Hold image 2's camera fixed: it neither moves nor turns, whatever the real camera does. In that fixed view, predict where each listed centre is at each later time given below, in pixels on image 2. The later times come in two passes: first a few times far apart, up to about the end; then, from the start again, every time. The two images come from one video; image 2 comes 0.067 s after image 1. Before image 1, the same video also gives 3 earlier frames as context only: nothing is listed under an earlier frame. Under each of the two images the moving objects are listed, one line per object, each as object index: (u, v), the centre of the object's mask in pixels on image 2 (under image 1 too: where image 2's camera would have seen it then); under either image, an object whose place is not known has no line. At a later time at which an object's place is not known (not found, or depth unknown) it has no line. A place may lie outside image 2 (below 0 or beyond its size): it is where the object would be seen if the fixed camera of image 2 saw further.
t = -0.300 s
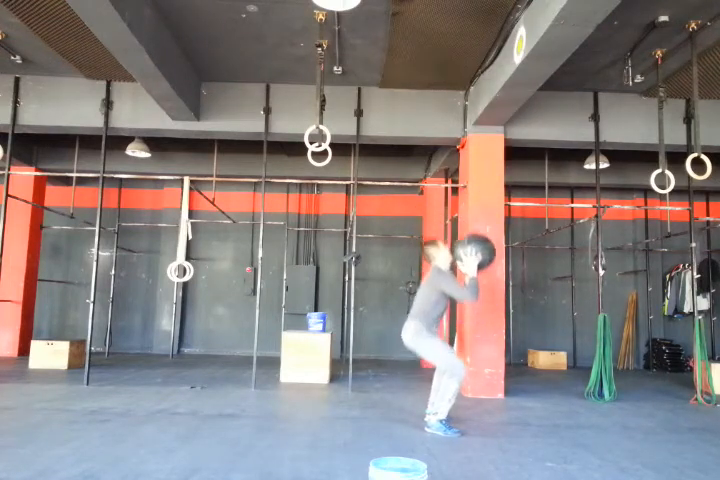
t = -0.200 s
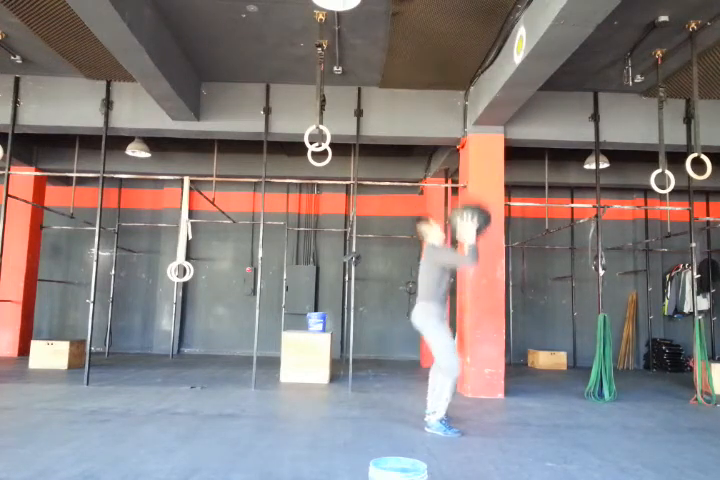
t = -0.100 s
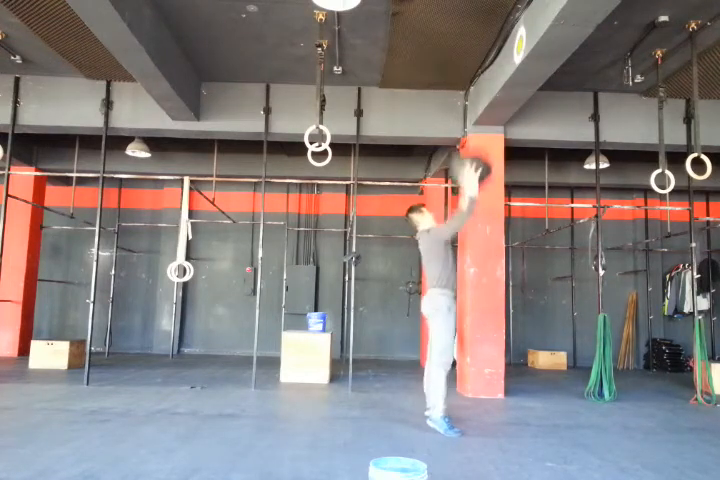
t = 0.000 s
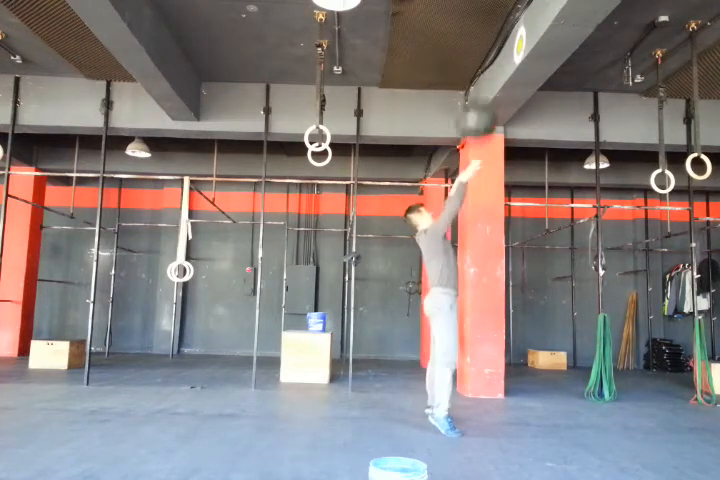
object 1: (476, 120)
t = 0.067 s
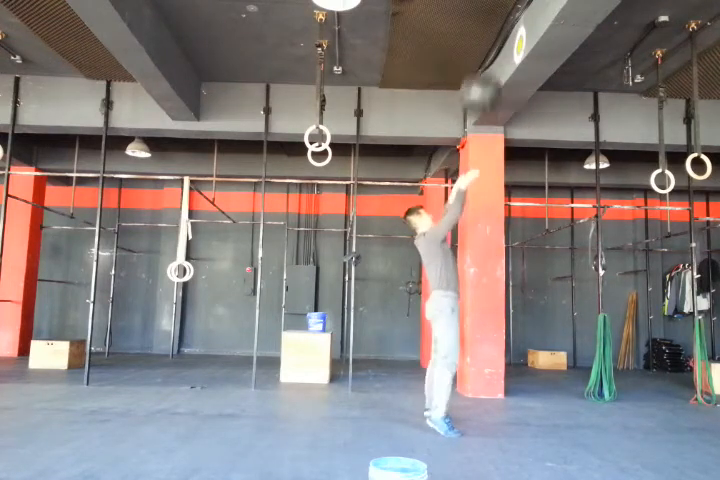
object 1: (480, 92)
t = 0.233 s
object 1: (490, 51)
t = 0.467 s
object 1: (502, 38)
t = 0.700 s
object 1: (492, 82)
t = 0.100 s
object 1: (481, 82)
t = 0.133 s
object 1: (484, 71)
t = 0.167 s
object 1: (486, 63)
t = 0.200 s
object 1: (488, 56)
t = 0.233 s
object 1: (490, 51)
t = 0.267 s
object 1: (492, 46)
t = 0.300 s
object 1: (494, 42)
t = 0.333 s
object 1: (495, 39)
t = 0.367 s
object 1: (498, 37)
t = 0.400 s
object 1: (500, 36)
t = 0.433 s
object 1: (502, 36)
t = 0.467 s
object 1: (502, 38)
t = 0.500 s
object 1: (501, 40)
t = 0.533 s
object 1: (499, 44)
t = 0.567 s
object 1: (498, 49)
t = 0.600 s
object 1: (496, 56)
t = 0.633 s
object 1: (494, 63)
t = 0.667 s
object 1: (495, 72)
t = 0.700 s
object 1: (492, 82)
